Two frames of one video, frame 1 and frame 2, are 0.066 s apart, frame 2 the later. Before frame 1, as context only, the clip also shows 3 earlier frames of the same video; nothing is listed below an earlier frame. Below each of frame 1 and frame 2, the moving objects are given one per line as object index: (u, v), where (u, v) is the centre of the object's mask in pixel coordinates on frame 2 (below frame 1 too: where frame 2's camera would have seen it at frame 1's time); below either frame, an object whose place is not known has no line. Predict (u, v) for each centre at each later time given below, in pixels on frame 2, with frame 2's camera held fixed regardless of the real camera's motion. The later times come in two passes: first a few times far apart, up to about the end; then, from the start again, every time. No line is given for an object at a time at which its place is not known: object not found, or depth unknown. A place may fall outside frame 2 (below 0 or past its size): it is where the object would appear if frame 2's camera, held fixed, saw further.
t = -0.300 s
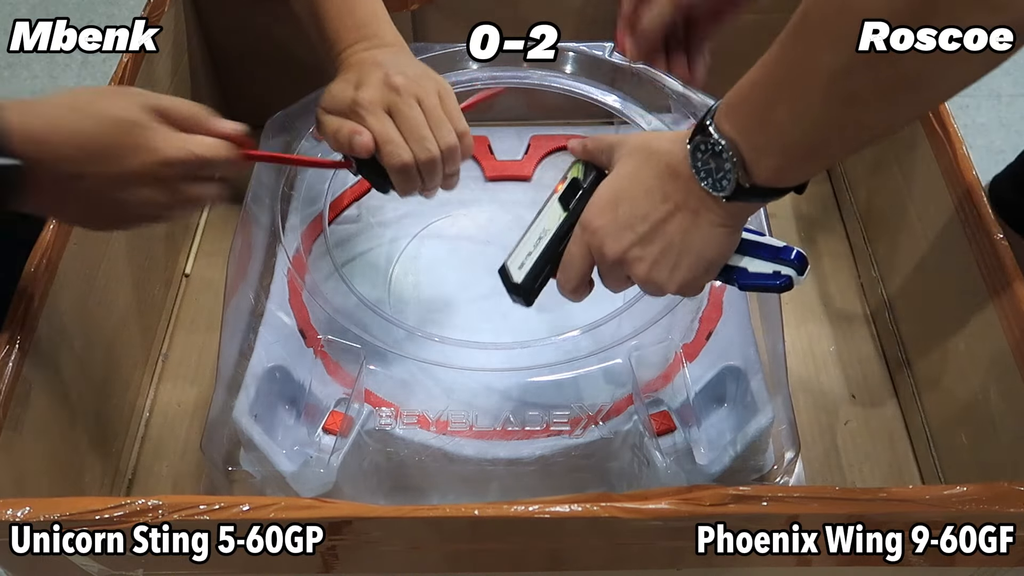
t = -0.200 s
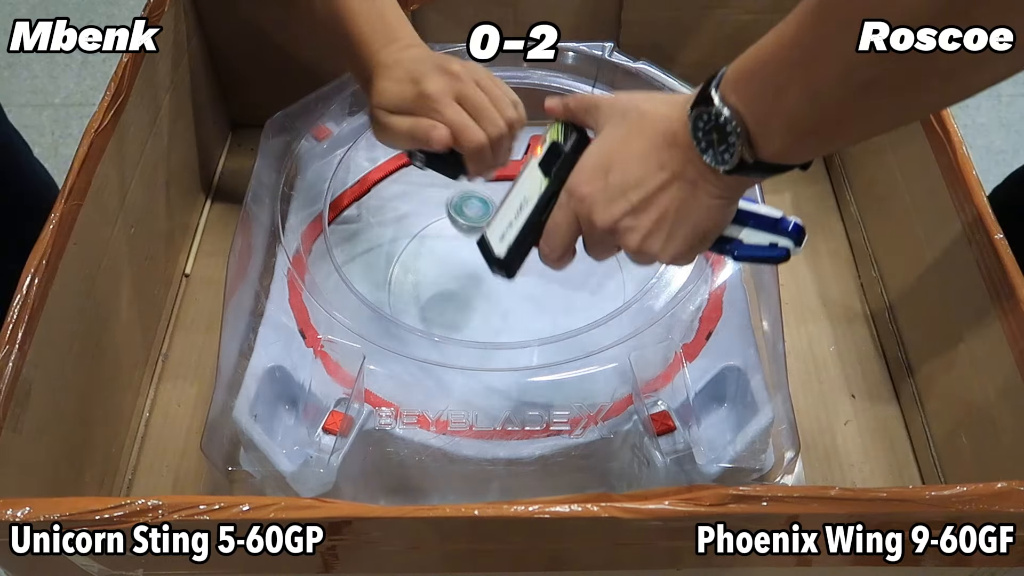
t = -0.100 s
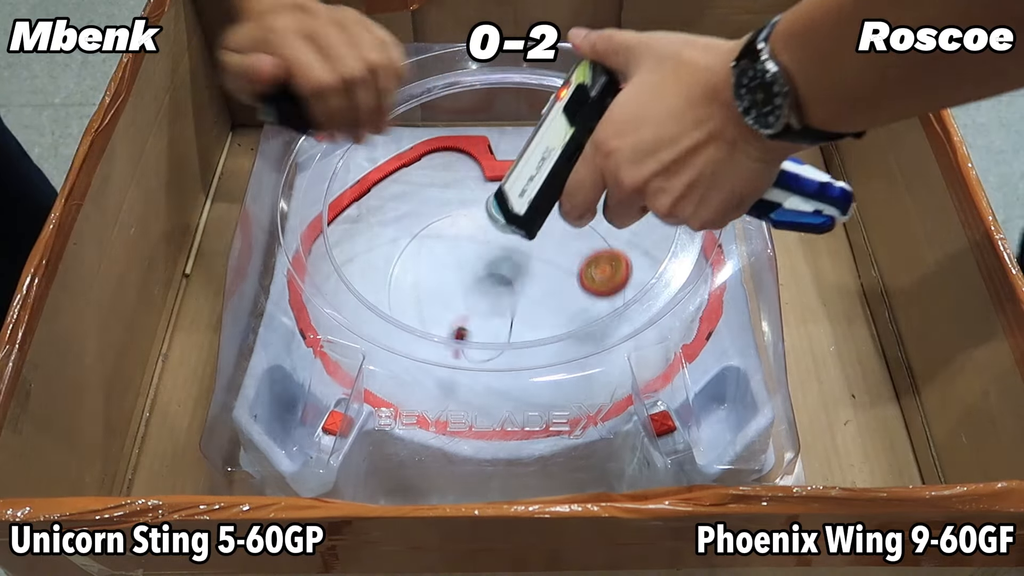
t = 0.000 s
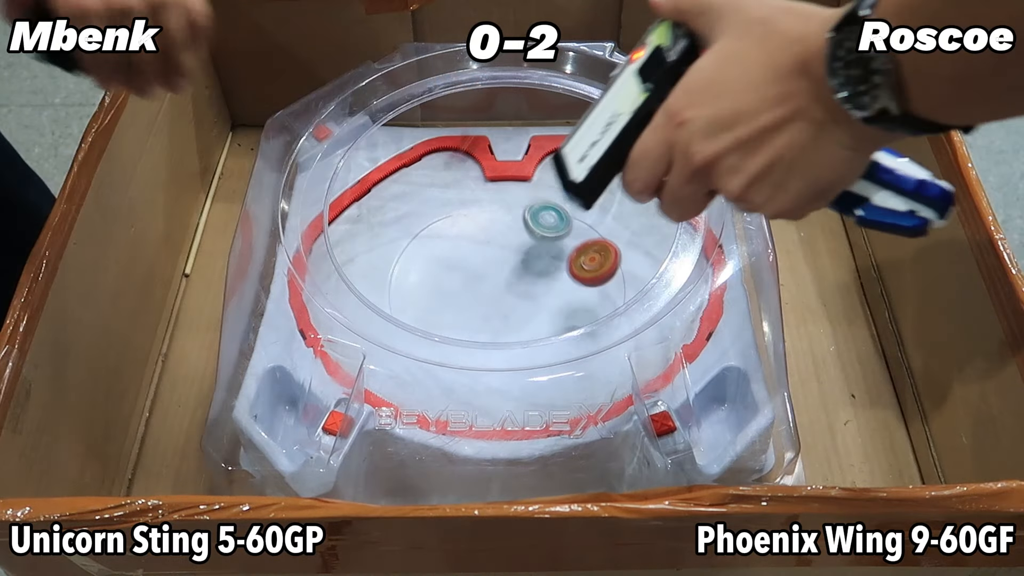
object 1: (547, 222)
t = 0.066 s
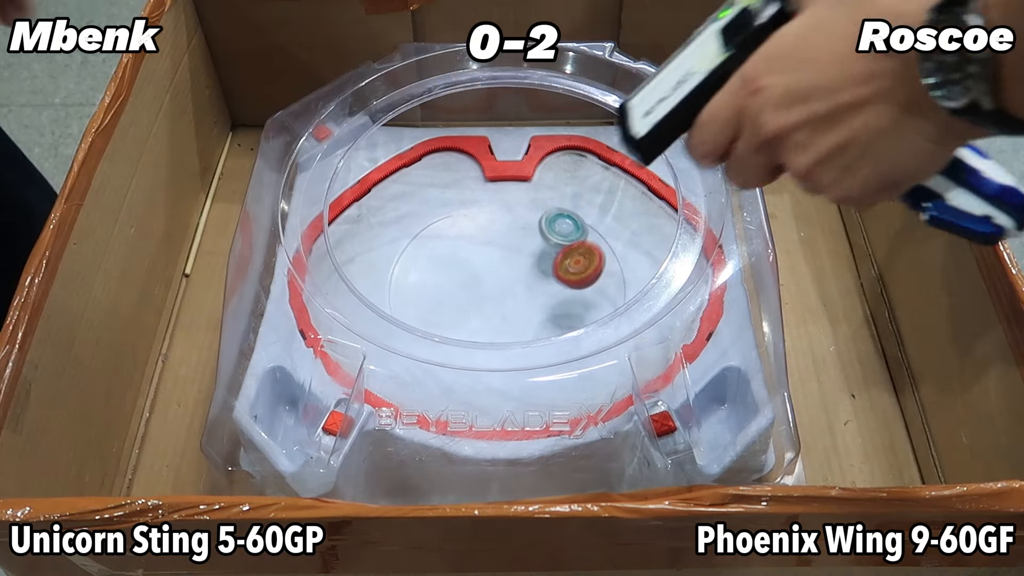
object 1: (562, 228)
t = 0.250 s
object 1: (568, 236)
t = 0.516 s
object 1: (489, 239)
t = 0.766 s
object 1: (429, 242)
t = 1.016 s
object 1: (527, 276)
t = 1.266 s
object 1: (592, 212)
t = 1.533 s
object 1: (460, 210)
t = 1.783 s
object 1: (445, 261)
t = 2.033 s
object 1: (469, 181)
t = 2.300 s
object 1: (474, 216)
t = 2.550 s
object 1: (506, 291)
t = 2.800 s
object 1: (622, 277)
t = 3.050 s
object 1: (564, 198)
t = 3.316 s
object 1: (459, 205)
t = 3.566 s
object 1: (449, 282)
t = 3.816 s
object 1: (536, 169)
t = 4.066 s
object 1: (503, 340)
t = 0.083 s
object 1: (566, 230)
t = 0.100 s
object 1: (568, 234)
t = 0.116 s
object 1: (570, 234)
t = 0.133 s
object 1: (572, 235)
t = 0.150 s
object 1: (573, 235)
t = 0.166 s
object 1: (573, 236)
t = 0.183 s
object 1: (573, 235)
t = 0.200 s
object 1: (573, 236)
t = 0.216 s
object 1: (572, 235)
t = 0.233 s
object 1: (571, 236)
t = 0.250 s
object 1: (568, 236)
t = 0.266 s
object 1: (566, 237)
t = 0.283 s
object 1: (563, 237)
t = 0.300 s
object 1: (559, 238)
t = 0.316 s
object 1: (556, 239)
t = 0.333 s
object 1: (552, 240)
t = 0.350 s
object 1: (547, 239)
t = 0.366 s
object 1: (542, 240)
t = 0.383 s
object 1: (537, 241)
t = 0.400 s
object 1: (531, 242)
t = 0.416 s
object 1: (525, 242)
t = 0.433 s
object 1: (519, 243)
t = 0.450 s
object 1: (513, 242)
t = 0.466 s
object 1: (507, 242)
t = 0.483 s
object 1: (501, 241)
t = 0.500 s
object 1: (495, 240)
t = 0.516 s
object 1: (489, 239)
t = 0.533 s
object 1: (483, 237)
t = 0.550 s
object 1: (477, 235)
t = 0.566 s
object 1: (470, 233)
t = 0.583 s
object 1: (464, 231)
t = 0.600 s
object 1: (458, 230)
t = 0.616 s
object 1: (453, 228)
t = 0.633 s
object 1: (448, 227)
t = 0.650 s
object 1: (443, 227)
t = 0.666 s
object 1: (439, 228)
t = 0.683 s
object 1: (435, 229)
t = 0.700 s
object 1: (432, 230)
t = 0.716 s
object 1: (430, 232)
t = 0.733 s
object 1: (429, 235)
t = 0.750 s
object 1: (428, 238)
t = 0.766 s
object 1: (429, 242)
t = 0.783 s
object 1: (430, 246)
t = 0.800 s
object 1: (432, 249)
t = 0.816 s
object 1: (436, 254)
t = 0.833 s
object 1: (440, 258)
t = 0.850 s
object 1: (445, 262)
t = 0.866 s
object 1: (451, 266)
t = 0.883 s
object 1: (458, 270)
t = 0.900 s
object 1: (465, 273)
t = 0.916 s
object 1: (473, 275)
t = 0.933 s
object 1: (481, 277)
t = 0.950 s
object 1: (490, 278)
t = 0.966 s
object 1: (498, 280)
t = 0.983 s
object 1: (508, 278)
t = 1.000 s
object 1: (517, 278)
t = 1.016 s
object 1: (527, 276)
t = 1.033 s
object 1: (535, 272)
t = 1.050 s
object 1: (545, 269)
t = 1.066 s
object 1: (553, 265)
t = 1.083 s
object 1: (562, 260)
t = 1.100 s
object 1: (570, 255)
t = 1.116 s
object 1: (577, 250)
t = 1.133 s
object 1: (584, 244)
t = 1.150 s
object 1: (590, 239)
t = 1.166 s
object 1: (595, 233)
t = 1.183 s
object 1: (599, 227)
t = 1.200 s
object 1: (603, 222)
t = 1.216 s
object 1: (602, 217)
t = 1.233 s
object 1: (599, 214)
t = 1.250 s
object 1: (596, 213)
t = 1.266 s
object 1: (592, 212)
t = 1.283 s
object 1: (586, 213)
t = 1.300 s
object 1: (579, 213)
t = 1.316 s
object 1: (571, 213)
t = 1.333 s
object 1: (564, 213)
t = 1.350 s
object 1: (556, 213)
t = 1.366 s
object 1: (548, 213)
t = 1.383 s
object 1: (539, 212)
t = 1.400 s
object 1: (530, 212)
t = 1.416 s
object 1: (521, 211)
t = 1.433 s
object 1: (512, 210)
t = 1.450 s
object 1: (503, 209)
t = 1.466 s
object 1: (494, 208)
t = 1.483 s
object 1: (484, 207)
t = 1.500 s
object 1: (476, 207)
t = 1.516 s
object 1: (468, 208)
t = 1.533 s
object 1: (460, 210)
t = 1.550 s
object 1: (453, 212)
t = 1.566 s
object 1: (447, 216)
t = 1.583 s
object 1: (442, 219)
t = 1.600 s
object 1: (438, 224)
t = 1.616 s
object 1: (435, 229)
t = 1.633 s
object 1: (433, 235)
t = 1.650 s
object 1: (432, 241)
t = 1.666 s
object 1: (432, 248)
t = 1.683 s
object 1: (434, 256)
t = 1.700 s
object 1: (437, 264)
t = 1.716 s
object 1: (441, 272)
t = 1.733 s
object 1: (447, 280)
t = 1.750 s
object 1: (452, 285)
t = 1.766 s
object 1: (448, 274)
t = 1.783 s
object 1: (445, 261)
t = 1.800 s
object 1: (443, 249)
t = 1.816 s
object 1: (442, 238)
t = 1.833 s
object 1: (441, 228)
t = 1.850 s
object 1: (441, 219)
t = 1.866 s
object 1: (442, 211)
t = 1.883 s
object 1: (444, 204)
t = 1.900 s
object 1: (446, 200)
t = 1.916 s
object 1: (449, 196)
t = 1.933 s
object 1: (451, 192)
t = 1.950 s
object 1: (454, 189)
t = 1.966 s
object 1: (458, 187)
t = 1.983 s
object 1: (461, 185)
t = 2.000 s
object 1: (464, 183)
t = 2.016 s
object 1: (466, 182)
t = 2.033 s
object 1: (469, 181)
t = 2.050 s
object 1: (471, 180)
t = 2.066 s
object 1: (473, 179)
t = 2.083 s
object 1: (475, 179)
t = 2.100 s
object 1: (478, 180)
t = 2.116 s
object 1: (479, 181)
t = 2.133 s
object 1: (481, 182)
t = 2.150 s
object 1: (481, 184)
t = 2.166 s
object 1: (482, 185)
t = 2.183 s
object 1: (482, 187)
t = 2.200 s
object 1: (482, 190)
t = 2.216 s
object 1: (481, 193)
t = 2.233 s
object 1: (480, 197)
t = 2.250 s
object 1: (479, 201)
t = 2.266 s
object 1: (478, 206)
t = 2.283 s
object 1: (476, 210)
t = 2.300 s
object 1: (474, 216)
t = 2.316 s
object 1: (472, 221)
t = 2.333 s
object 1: (471, 226)
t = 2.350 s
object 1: (470, 232)
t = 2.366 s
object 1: (469, 239)
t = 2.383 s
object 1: (468, 245)
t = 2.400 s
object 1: (467, 251)
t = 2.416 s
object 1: (468, 257)
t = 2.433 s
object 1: (469, 263)
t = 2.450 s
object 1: (471, 268)
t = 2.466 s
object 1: (475, 273)
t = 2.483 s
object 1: (479, 278)
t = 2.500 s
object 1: (484, 282)
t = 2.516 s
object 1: (491, 286)
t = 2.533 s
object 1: (498, 289)
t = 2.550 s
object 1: (506, 291)
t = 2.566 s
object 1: (514, 294)
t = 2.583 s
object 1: (522, 297)
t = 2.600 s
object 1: (532, 298)
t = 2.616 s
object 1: (540, 300)
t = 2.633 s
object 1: (549, 300)
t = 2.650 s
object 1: (558, 300)
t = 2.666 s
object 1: (567, 299)
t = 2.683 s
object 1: (575, 299)
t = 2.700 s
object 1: (584, 297)
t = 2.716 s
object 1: (591, 295)
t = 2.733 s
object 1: (598, 292)
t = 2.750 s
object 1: (605, 288)
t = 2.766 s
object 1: (612, 285)
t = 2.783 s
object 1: (617, 280)
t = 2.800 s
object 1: (622, 277)
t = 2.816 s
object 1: (624, 273)
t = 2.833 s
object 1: (624, 268)
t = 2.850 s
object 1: (622, 264)
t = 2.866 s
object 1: (620, 261)
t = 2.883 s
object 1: (616, 256)
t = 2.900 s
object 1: (613, 250)
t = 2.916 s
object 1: (609, 245)
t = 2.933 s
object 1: (605, 239)
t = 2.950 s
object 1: (600, 233)
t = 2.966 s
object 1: (596, 226)
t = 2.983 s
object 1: (591, 220)
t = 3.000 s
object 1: (586, 213)
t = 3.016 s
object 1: (580, 206)
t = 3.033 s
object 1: (572, 201)
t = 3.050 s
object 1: (564, 198)
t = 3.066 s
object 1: (555, 194)
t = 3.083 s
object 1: (545, 191)
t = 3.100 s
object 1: (536, 188)
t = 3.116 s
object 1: (528, 186)
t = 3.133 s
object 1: (520, 184)
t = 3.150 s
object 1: (512, 183)
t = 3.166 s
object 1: (504, 182)
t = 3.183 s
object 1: (497, 182)
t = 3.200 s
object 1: (491, 183)
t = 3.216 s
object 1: (484, 184)
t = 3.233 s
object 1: (479, 186)
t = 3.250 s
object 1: (474, 188)
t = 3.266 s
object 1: (470, 191)
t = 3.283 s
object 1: (466, 194)
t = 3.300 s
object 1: (462, 199)
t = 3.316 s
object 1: (459, 205)
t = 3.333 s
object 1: (455, 213)
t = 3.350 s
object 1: (452, 220)
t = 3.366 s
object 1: (447, 220)
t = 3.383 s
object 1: (443, 222)
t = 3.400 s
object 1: (440, 226)
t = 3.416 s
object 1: (437, 228)
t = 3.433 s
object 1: (434, 231)
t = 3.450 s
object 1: (433, 236)
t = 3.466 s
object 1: (432, 240)
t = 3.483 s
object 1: (432, 246)
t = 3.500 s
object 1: (433, 252)
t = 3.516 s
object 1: (435, 259)
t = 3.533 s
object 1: (438, 267)
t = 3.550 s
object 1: (443, 274)
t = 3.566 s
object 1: (449, 282)
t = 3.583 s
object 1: (456, 290)
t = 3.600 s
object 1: (464, 297)
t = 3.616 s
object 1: (474, 304)
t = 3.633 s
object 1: (485, 309)
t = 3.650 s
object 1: (493, 298)
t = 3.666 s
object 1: (500, 282)
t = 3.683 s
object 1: (508, 266)
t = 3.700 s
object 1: (515, 252)
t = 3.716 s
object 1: (520, 238)
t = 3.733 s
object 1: (525, 225)
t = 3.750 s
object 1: (529, 213)
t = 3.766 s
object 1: (532, 201)
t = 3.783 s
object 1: (534, 189)
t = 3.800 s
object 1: (535, 179)
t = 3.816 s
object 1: (536, 169)
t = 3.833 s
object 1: (535, 169)
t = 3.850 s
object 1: (533, 180)
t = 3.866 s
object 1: (530, 192)
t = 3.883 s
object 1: (528, 208)
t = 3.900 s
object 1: (526, 223)
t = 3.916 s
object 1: (524, 236)
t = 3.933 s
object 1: (521, 250)
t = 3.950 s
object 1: (518, 263)
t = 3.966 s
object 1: (515, 277)
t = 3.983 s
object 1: (512, 290)
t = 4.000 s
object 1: (510, 302)
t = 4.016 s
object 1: (508, 313)
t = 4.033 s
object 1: (506, 320)
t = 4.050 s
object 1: (503, 325)
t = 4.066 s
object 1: (503, 340)
